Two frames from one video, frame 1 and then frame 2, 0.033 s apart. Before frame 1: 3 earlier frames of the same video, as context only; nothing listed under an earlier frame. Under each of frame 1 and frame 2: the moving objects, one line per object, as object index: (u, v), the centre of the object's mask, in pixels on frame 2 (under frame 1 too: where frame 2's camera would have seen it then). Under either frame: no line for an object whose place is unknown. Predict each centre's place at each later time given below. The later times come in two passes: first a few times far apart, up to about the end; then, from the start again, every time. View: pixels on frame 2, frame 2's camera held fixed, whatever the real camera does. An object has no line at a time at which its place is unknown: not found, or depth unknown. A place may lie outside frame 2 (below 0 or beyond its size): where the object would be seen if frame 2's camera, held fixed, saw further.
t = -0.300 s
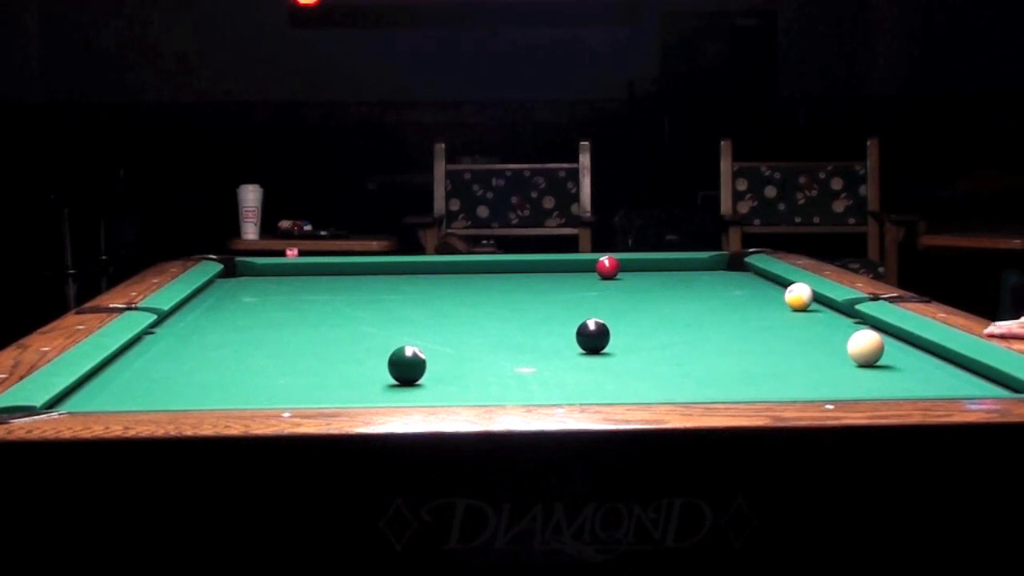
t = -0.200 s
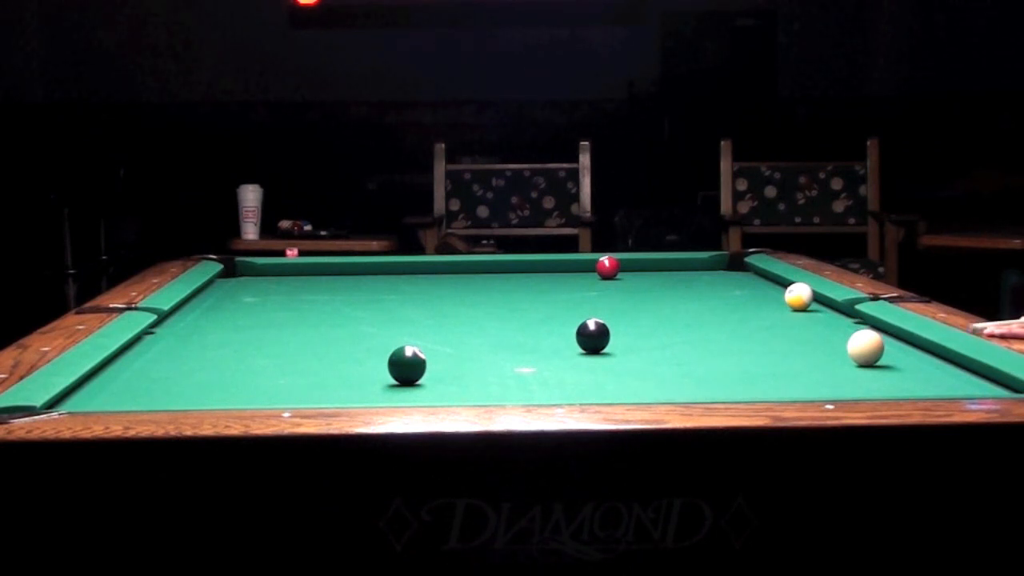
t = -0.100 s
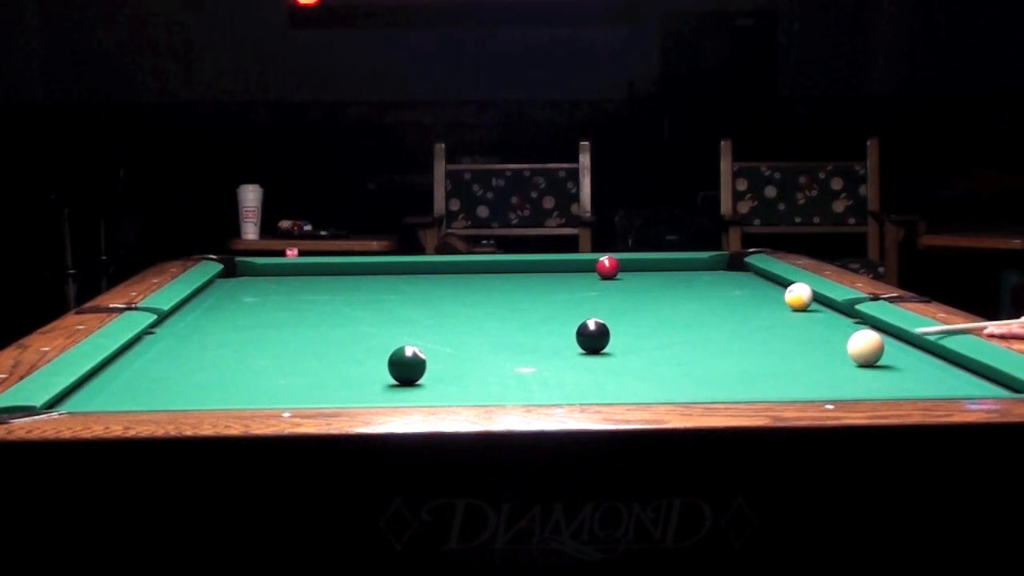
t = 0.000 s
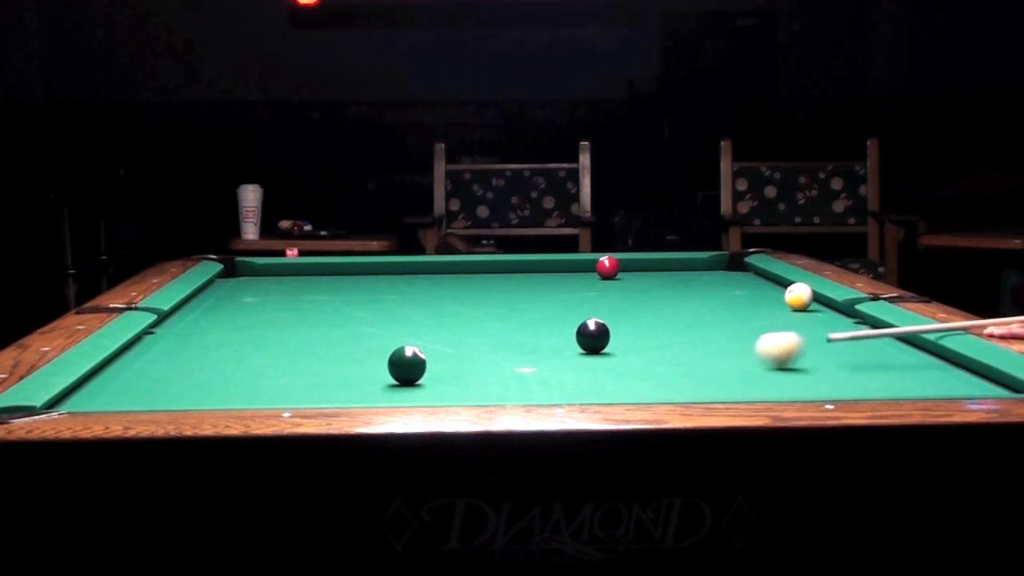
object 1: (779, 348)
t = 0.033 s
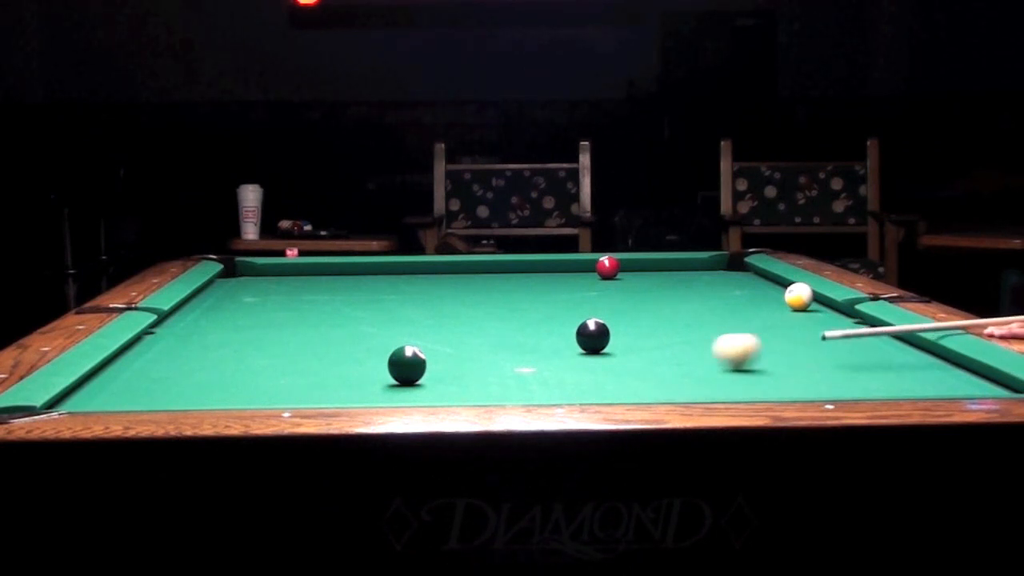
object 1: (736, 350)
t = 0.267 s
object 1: (433, 359)
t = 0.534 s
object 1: (242, 349)
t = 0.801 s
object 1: (201, 341)
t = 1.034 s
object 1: (305, 332)
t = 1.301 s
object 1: (413, 323)
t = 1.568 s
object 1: (511, 315)
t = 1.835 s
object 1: (601, 307)
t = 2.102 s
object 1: (681, 301)
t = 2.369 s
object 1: (755, 296)
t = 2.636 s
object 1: (779, 291)
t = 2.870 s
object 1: (742, 290)
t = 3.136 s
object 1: (701, 289)
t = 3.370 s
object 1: (667, 288)
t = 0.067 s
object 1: (692, 351)
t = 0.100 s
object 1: (650, 352)
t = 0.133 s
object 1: (607, 354)
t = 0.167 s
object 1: (561, 355)
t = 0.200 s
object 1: (517, 357)
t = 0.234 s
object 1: (473, 359)
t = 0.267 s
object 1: (433, 359)
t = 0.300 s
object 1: (411, 358)
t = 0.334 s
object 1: (388, 356)
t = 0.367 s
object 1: (366, 354)
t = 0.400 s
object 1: (342, 353)
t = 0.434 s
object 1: (316, 350)
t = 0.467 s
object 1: (291, 349)
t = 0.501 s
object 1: (266, 349)
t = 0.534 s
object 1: (242, 349)
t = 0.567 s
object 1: (218, 349)
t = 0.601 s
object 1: (194, 348)
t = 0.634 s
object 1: (171, 347)
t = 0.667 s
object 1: (149, 346)
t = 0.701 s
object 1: (149, 345)
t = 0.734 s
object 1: (168, 343)
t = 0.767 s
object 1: (185, 342)
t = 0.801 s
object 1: (201, 341)
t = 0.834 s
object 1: (216, 339)
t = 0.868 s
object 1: (231, 338)
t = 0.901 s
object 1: (247, 337)
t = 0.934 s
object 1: (262, 335)
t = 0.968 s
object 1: (276, 334)
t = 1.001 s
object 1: (291, 333)
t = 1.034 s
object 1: (305, 332)
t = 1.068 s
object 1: (320, 331)
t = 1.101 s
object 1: (333, 329)
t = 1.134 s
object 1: (347, 328)
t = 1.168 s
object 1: (361, 327)
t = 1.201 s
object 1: (374, 326)
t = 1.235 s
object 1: (388, 325)
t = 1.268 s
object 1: (401, 324)
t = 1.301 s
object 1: (413, 323)
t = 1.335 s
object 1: (426, 322)
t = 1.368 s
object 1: (439, 321)
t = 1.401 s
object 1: (451, 320)
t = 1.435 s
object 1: (464, 319)
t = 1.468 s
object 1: (476, 318)
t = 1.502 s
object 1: (488, 317)
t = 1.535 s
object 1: (500, 316)
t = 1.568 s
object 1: (511, 315)
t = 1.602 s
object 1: (523, 314)
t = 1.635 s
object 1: (534, 313)
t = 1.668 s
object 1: (546, 312)
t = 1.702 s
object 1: (557, 311)
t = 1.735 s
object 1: (568, 310)
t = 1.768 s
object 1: (579, 309)
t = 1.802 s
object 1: (589, 307)
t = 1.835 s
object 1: (601, 307)
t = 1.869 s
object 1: (611, 307)
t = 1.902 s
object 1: (621, 306)
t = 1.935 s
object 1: (632, 305)
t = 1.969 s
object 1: (642, 305)
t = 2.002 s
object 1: (651, 304)
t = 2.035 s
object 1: (662, 303)
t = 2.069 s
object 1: (672, 302)
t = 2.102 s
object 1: (681, 301)
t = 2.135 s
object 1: (691, 301)
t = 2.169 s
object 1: (700, 300)
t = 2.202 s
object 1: (710, 299)
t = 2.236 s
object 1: (719, 298)
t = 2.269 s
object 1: (728, 298)
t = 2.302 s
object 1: (737, 297)
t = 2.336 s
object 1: (747, 296)
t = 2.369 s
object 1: (755, 296)
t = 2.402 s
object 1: (764, 295)
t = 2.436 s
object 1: (772, 294)
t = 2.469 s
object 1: (779, 293)
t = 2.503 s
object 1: (785, 290)
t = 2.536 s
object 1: (795, 285)
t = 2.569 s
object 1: (789, 286)
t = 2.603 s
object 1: (783, 290)
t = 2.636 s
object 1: (779, 291)
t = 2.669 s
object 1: (774, 291)
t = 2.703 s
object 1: (770, 291)
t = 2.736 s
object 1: (764, 291)
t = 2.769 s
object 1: (758, 291)
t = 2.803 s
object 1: (753, 291)
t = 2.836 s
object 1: (747, 290)
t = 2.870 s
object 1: (742, 290)
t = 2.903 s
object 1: (737, 290)
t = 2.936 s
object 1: (731, 290)
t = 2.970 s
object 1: (726, 290)
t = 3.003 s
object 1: (721, 289)
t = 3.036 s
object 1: (716, 289)
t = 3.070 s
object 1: (710, 289)
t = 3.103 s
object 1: (705, 289)
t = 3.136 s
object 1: (701, 289)
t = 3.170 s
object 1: (696, 289)
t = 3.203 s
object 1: (690, 289)
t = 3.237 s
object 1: (686, 288)
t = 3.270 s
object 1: (681, 288)
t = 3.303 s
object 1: (676, 288)
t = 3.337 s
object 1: (672, 288)
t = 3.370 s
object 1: (667, 288)
